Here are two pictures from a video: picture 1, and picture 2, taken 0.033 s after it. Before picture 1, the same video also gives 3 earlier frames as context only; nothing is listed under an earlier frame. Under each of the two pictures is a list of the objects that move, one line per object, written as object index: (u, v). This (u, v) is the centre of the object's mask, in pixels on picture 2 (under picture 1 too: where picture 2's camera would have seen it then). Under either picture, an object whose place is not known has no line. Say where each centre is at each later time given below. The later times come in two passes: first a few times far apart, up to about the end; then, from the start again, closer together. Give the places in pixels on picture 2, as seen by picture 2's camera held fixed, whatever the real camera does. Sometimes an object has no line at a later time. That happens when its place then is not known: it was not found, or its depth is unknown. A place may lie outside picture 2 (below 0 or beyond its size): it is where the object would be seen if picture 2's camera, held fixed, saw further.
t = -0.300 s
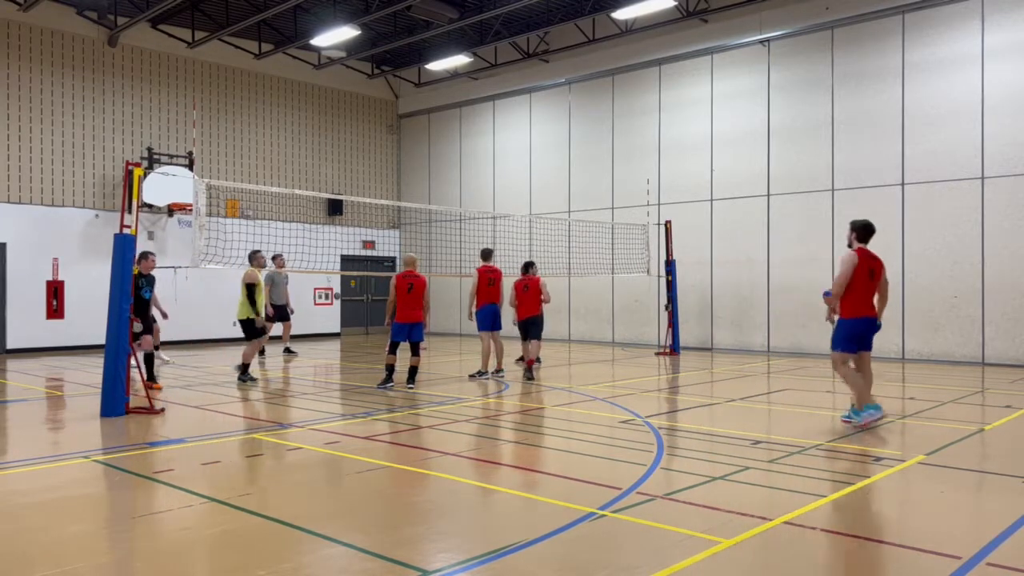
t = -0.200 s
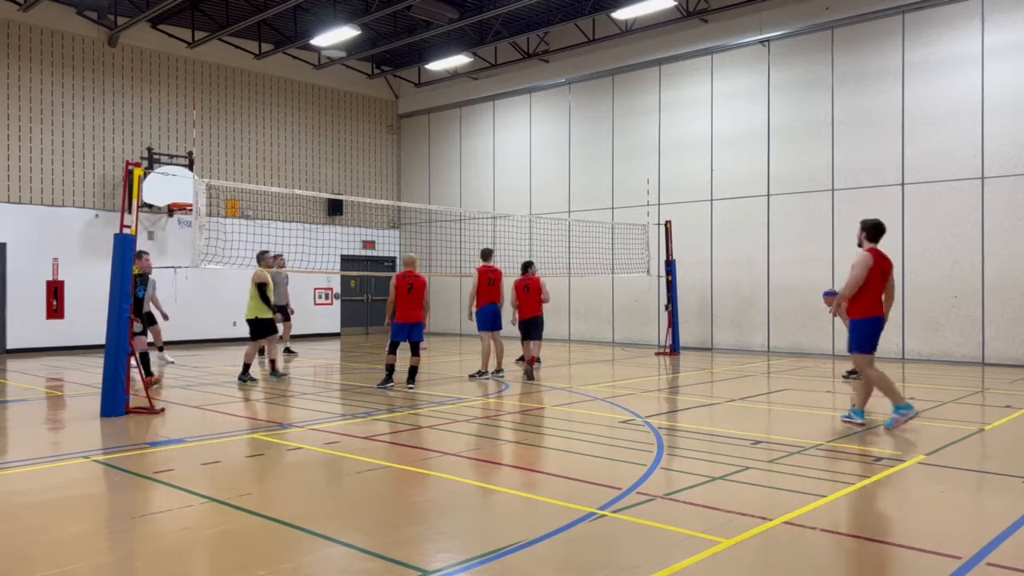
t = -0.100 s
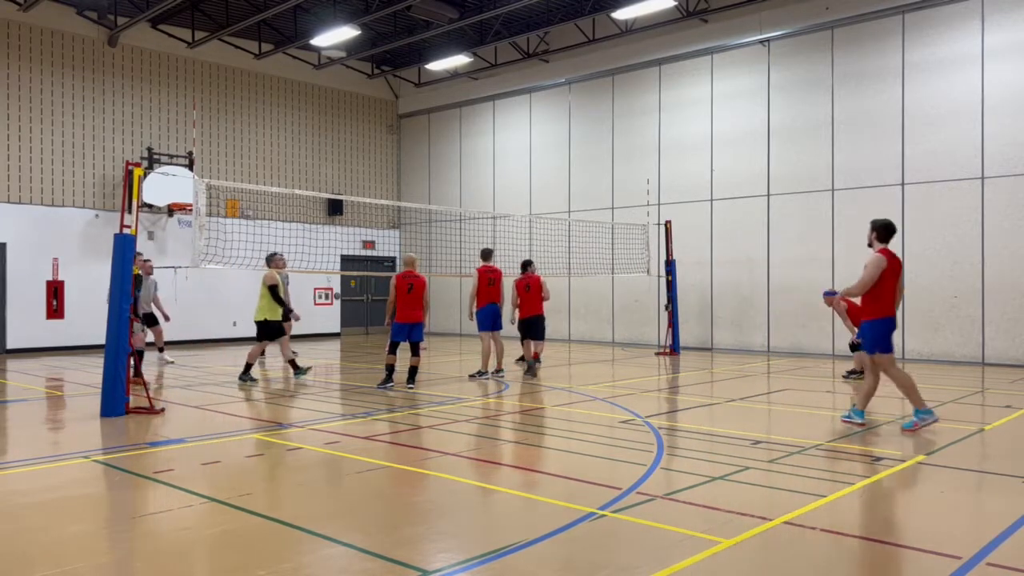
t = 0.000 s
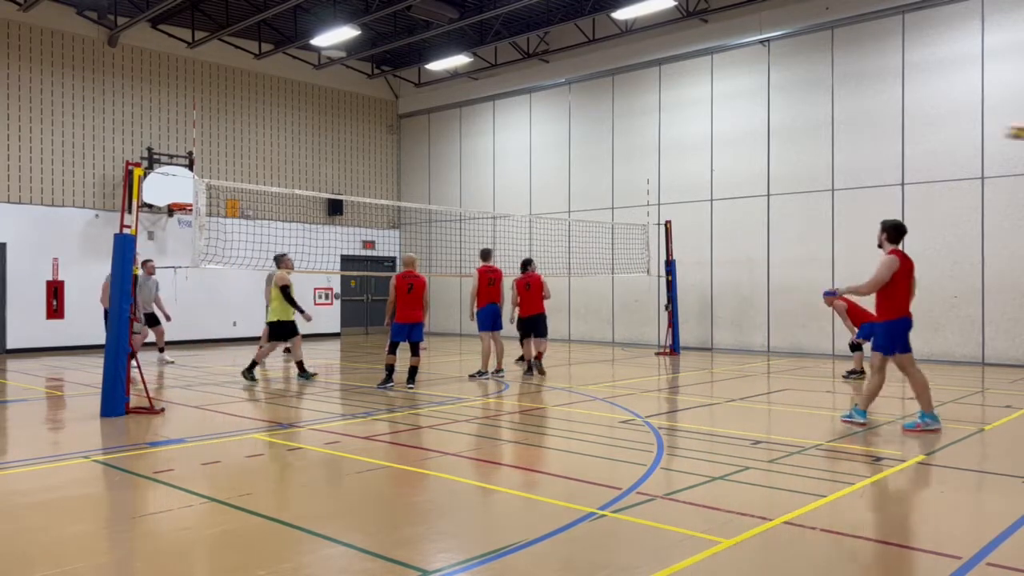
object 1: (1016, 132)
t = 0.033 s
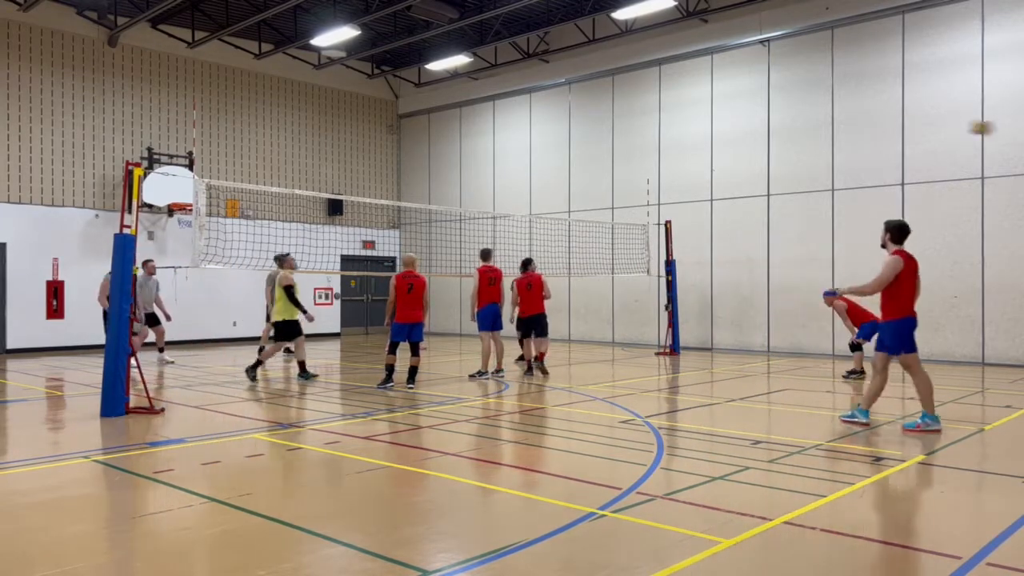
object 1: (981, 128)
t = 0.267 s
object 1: (761, 121)
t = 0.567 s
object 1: (566, 162)
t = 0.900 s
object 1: (422, 248)
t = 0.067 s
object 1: (945, 124)
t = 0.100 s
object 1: (911, 121)
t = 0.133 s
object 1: (877, 119)
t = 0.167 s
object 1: (847, 118)
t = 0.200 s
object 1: (817, 119)
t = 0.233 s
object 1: (789, 120)
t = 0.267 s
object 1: (761, 121)
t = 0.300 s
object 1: (736, 123)
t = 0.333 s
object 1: (711, 126)
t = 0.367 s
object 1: (688, 129)
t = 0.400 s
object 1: (665, 134)
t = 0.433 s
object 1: (643, 138)
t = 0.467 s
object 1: (622, 144)
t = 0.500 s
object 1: (603, 150)
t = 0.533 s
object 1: (584, 156)
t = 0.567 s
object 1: (566, 162)
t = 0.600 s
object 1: (549, 170)
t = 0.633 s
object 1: (532, 177)
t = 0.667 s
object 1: (517, 184)
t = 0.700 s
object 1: (502, 193)
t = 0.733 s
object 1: (487, 201)
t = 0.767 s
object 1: (473, 208)
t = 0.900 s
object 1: (422, 248)
